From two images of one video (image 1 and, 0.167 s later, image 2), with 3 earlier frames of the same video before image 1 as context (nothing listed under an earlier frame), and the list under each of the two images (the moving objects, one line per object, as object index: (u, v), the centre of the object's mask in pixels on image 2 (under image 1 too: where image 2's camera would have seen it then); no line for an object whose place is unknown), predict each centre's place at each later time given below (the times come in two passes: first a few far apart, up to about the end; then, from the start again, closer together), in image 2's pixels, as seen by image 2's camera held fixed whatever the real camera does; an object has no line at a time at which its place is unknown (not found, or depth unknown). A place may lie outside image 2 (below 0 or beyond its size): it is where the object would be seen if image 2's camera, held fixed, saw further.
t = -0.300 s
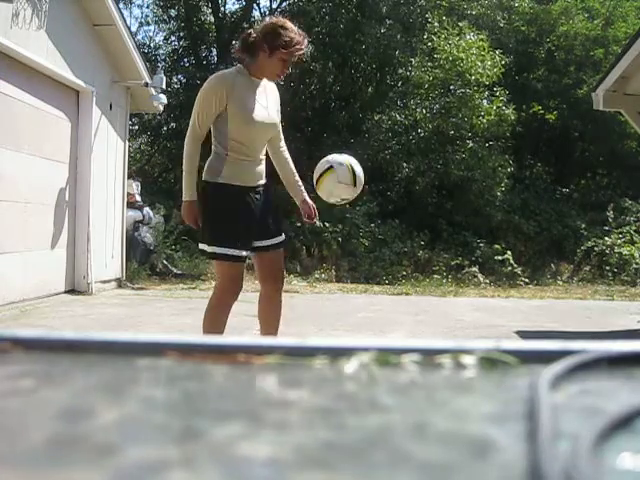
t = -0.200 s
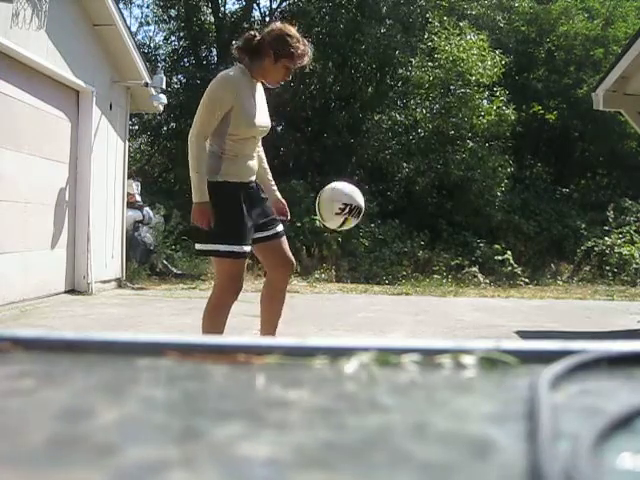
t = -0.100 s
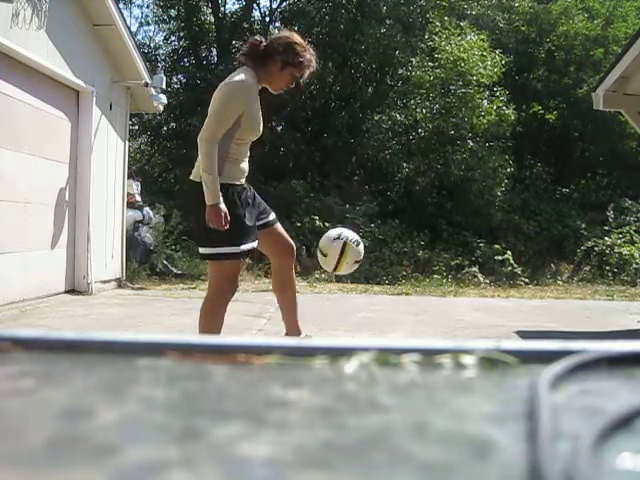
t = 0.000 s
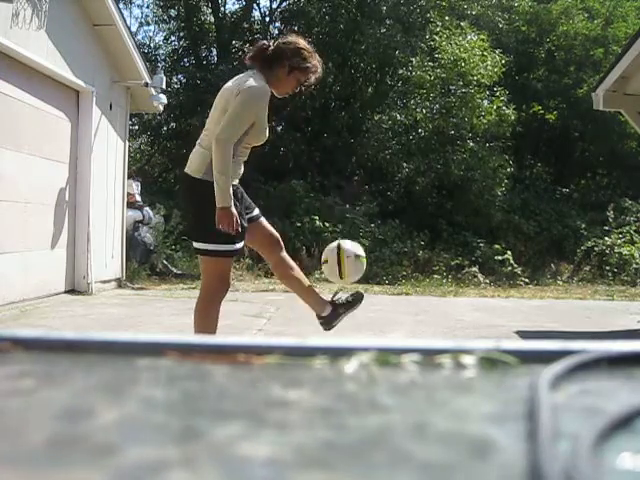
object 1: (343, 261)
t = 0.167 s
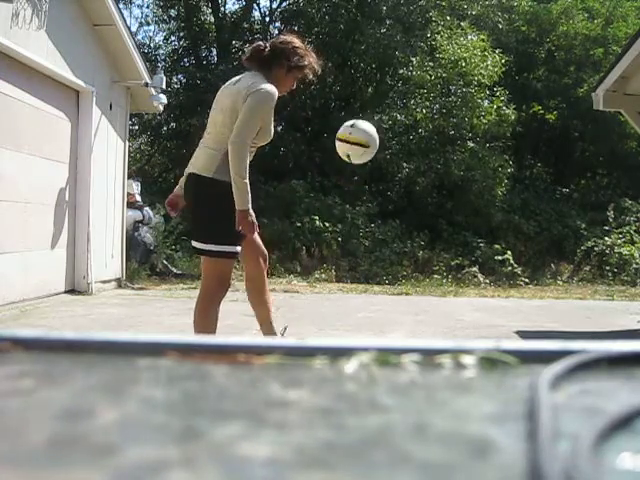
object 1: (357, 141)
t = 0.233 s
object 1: (361, 110)
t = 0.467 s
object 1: (373, 72)
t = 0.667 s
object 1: (381, 118)
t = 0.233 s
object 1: (361, 110)
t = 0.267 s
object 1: (363, 98)
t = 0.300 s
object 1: (365, 88)
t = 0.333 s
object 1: (367, 81)
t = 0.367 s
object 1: (369, 75)
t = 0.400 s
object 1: (370, 72)
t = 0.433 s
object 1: (372, 71)
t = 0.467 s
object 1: (373, 72)
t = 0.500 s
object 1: (375, 74)
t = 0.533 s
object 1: (377, 79)
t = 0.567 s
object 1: (378, 86)
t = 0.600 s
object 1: (379, 95)
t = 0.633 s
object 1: (380, 106)
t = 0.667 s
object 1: (381, 118)
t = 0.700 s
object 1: (382, 133)
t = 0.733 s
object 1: (383, 149)
